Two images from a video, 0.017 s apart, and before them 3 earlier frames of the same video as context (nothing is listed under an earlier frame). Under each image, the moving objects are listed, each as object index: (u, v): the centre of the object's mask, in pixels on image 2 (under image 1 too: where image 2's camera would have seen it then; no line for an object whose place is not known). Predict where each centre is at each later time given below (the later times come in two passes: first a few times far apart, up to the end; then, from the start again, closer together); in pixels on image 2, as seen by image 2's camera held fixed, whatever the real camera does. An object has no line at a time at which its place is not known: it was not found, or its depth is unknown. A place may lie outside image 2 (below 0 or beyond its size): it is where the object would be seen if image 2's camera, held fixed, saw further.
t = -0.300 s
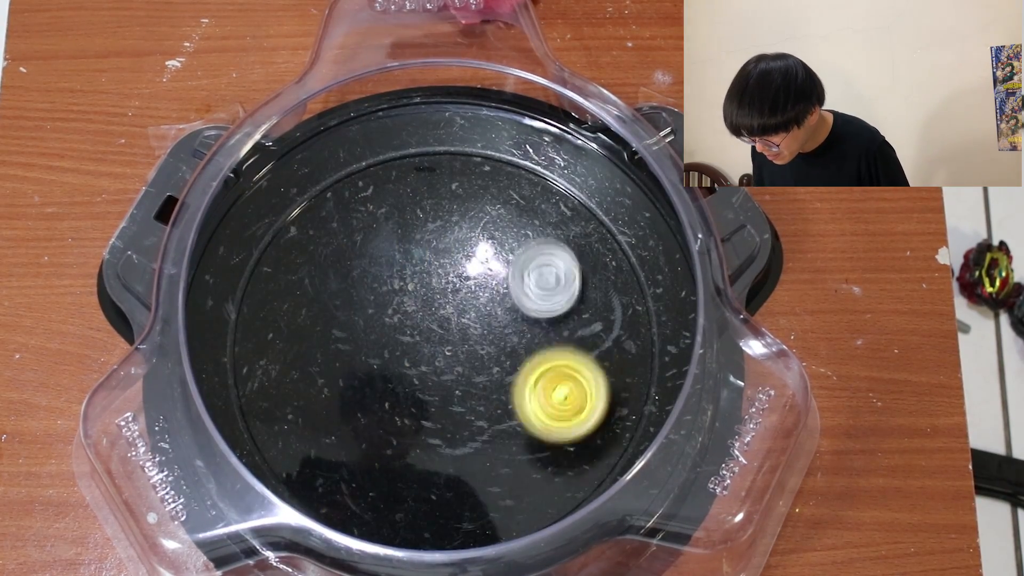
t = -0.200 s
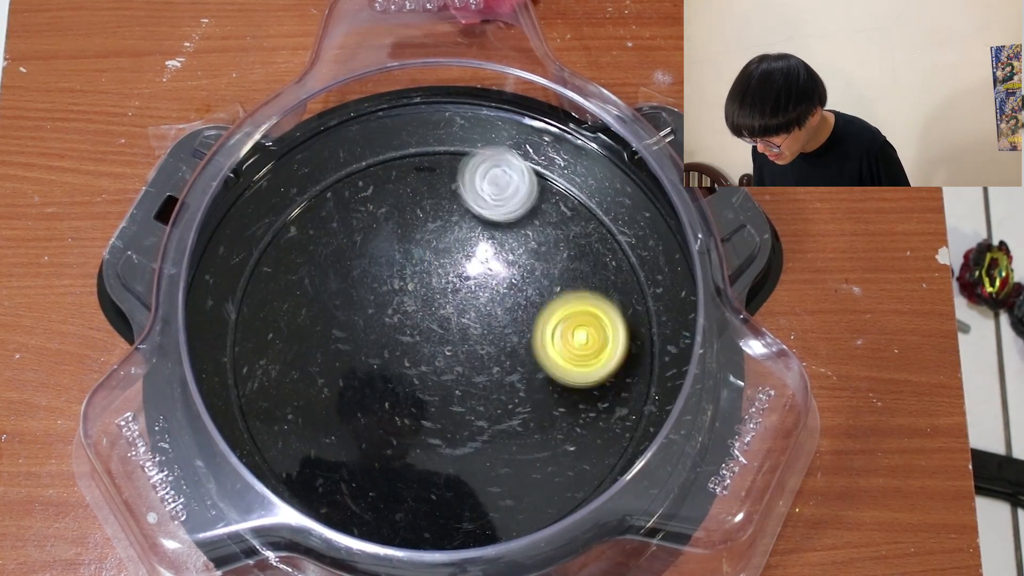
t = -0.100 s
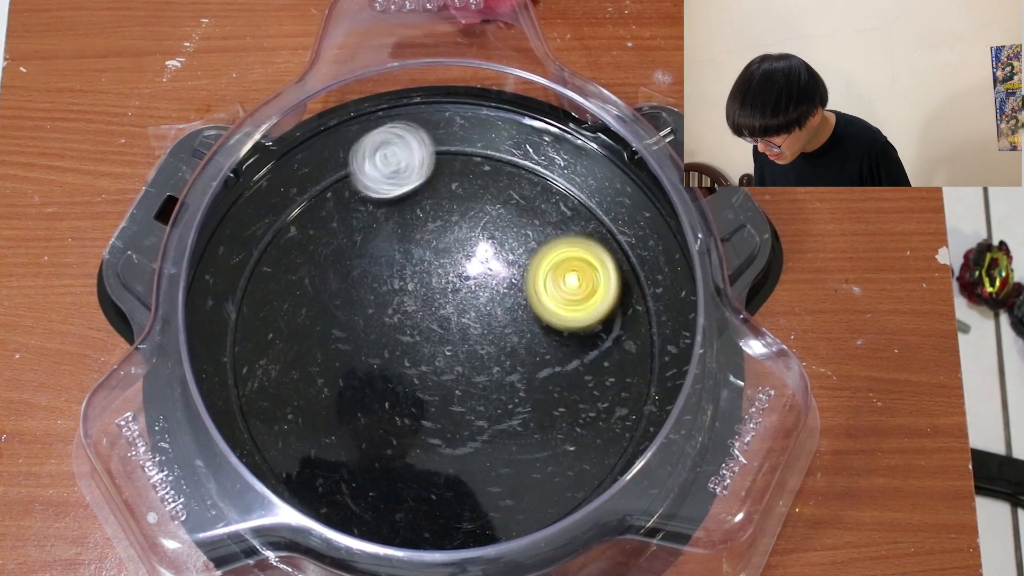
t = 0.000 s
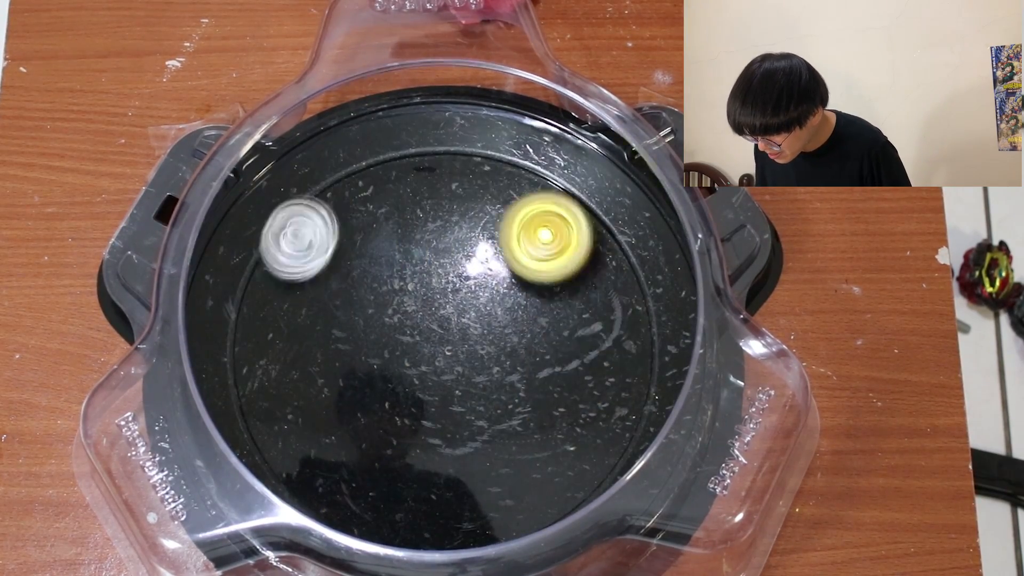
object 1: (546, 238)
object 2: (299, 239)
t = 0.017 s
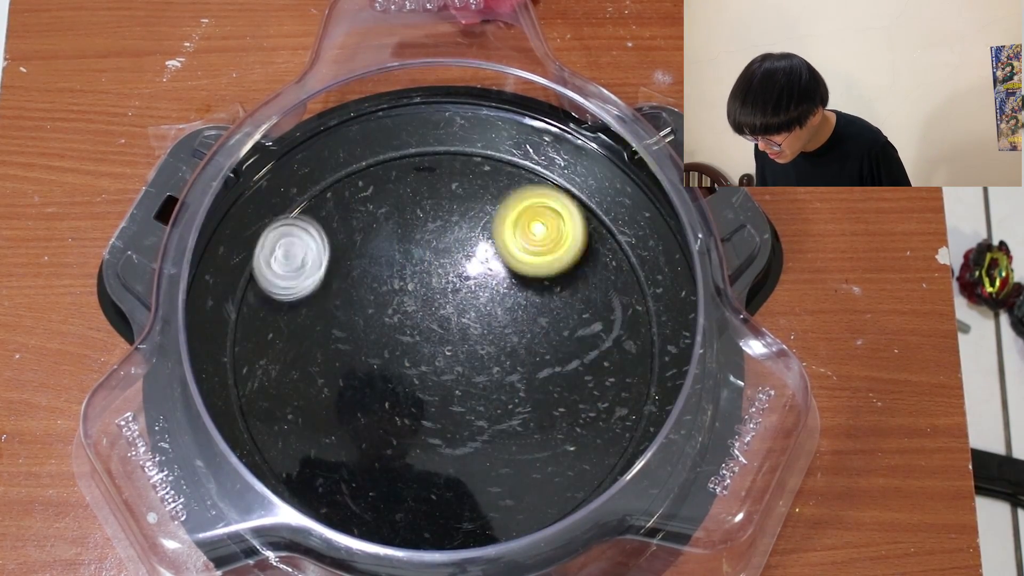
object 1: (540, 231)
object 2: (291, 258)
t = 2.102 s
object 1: (459, 459)
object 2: (584, 399)
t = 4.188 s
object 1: (437, 423)
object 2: (485, 189)
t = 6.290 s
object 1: (418, 387)
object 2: (301, 301)
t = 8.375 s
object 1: (347, 262)
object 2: (453, 343)
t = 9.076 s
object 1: (403, 425)
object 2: (429, 340)
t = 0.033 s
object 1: (533, 226)
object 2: (286, 278)
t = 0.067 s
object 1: (518, 218)
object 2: (286, 320)
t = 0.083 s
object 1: (510, 215)
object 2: (290, 340)
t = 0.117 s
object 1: (492, 211)
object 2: (308, 380)
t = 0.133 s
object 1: (483, 211)
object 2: (321, 397)
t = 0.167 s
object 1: (464, 213)
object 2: (354, 427)
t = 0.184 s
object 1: (454, 216)
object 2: (372, 438)
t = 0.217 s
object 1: (437, 225)
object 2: (413, 453)
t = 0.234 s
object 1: (428, 230)
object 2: (434, 457)
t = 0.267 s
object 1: (413, 243)
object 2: (478, 456)
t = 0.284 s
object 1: (406, 251)
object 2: (498, 452)
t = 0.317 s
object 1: (394, 267)
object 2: (538, 438)
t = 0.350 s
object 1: (385, 284)
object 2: (573, 416)
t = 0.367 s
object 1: (381, 293)
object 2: (587, 402)
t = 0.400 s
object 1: (376, 311)
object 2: (611, 370)
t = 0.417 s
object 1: (375, 320)
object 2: (620, 352)
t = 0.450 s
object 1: (374, 338)
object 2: (632, 315)
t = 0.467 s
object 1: (375, 347)
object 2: (634, 296)
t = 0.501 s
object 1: (378, 363)
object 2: (621, 261)
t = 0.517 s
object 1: (380, 371)
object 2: (607, 247)
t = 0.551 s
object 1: (386, 386)
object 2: (580, 217)
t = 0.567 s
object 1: (390, 392)
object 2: (566, 203)
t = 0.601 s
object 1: (399, 405)
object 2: (535, 183)
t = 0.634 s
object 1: (409, 416)
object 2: (498, 171)
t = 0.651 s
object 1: (414, 421)
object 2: (478, 169)
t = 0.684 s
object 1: (425, 430)
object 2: (440, 174)
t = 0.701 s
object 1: (431, 434)
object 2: (421, 181)
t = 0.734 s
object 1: (444, 440)
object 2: (387, 200)
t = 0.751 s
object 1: (450, 442)
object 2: (372, 213)
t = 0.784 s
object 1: (464, 444)
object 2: (346, 244)
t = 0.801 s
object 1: (471, 445)
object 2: (337, 262)
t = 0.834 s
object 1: (486, 443)
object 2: (325, 300)
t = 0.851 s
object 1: (493, 441)
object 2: (323, 320)
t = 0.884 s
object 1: (507, 434)
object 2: (325, 360)
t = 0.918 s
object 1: (519, 424)
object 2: (338, 398)
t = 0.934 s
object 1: (524, 417)
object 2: (348, 416)
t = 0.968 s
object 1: (531, 403)
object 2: (373, 447)
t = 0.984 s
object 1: (534, 394)
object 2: (388, 461)
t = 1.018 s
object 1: (535, 378)
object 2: (423, 480)
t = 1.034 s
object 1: (534, 369)
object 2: (442, 487)
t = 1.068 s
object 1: (531, 352)
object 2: (481, 493)
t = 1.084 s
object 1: (527, 345)
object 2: (501, 493)
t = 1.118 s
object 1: (518, 331)
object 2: (540, 485)
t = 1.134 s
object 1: (512, 325)
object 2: (558, 478)
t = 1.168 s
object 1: (499, 313)
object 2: (591, 458)
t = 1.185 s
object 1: (492, 309)
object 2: (605, 446)
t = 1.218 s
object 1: (477, 299)
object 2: (628, 416)
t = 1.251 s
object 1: (461, 293)
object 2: (638, 380)
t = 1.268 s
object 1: (453, 289)
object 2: (640, 361)
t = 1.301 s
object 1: (438, 285)
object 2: (640, 326)
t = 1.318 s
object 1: (430, 284)
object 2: (636, 309)
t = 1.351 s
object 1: (416, 283)
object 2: (622, 276)
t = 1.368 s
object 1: (408, 284)
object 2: (612, 261)
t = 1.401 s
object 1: (395, 285)
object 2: (584, 237)
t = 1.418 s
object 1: (388, 287)
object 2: (568, 228)
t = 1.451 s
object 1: (375, 291)
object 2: (532, 214)
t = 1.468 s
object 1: (369, 293)
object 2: (513, 210)
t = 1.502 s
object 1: (358, 300)
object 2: (473, 210)
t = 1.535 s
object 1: (348, 308)
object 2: (436, 218)
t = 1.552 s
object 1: (343, 312)
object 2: (417, 225)
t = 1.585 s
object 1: (335, 321)
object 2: (383, 244)
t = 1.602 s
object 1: (331, 328)
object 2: (368, 254)
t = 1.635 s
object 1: (315, 352)
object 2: (351, 269)
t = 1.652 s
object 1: (307, 367)
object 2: (346, 277)
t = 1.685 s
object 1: (294, 397)
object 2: (337, 297)
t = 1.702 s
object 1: (291, 409)
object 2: (332, 309)
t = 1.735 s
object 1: (290, 433)
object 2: (326, 340)
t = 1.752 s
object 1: (291, 443)
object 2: (326, 356)
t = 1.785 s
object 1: (299, 461)
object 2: (333, 386)
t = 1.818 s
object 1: (309, 474)
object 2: (348, 416)
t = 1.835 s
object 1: (315, 480)
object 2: (360, 428)
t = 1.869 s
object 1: (329, 490)
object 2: (385, 445)
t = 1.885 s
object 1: (338, 494)
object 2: (400, 453)
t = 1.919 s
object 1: (359, 496)
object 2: (432, 464)
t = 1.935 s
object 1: (369, 498)
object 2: (449, 469)
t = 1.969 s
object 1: (390, 495)
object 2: (480, 470)
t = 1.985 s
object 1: (402, 492)
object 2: (497, 468)
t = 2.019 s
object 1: (421, 485)
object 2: (529, 456)
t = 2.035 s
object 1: (430, 481)
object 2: (543, 447)
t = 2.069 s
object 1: (446, 471)
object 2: (567, 426)
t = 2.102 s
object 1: (459, 459)
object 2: (584, 399)
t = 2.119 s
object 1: (463, 452)
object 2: (591, 383)
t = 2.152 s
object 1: (470, 436)
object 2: (597, 352)
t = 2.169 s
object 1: (472, 427)
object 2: (598, 337)
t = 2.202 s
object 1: (474, 410)
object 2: (591, 305)
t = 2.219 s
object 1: (474, 400)
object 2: (584, 291)
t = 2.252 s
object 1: (473, 382)
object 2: (566, 264)
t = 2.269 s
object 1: (470, 373)
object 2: (555, 253)
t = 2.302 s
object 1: (466, 356)
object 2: (527, 235)
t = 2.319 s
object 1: (463, 348)
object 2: (512, 228)
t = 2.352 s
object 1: (457, 334)
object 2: (479, 220)
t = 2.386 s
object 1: (450, 320)
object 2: (445, 220)
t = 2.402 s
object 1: (446, 314)
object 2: (428, 222)
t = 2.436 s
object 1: (439, 303)
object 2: (396, 232)
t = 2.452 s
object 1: (436, 298)
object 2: (380, 239)
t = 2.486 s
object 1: (433, 296)
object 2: (346, 254)
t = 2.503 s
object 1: (432, 296)
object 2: (331, 263)
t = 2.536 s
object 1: (429, 296)
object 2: (307, 288)
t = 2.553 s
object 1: (427, 296)
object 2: (298, 301)
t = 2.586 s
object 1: (424, 293)
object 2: (285, 330)
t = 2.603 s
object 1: (423, 291)
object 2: (281, 346)
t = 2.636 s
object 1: (419, 286)
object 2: (280, 378)
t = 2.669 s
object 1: (415, 280)
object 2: (288, 411)
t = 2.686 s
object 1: (413, 277)
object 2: (295, 427)
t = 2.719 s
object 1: (407, 272)
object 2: (314, 455)
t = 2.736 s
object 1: (404, 269)
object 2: (327, 467)
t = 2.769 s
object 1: (399, 267)
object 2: (356, 487)
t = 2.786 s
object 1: (396, 268)
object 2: (373, 494)
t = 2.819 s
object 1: (391, 269)
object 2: (409, 501)
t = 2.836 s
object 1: (390, 271)
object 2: (427, 502)
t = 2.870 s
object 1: (387, 276)
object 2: (462, 495)
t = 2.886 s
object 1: (386, 279)
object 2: (479, 489)
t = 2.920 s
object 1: (386, 287)
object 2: (509, 471)
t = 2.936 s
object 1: (386, 293)
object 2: (523, 460)
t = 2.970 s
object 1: (389, 302)
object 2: (545, 435)
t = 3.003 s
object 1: (395, 311)
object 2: (561, 405)
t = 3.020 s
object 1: (400, 316)
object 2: (566, 389)
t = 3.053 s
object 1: (410, 324)
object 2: (571, 357)
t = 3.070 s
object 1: (415, 327)
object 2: (571, 340)
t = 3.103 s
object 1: (426, 334)
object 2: (566, 309)
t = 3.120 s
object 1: (432, 336)
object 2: (561, 294)
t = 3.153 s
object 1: (445, 340)
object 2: (546, 266)
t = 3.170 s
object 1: (451, 341)
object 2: (536, 253)
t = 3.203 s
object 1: (464, 343)
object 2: (512, 231)
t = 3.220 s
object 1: (470, 343)
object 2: (498, 221)
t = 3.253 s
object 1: (482, 342)
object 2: (468, 207)
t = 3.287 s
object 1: (493, 340)
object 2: (437, 199)
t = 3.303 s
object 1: (498, 339)
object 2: (421, 199)
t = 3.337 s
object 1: (507, 335)
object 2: (390, 201)
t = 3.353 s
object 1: (512, 332)
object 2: (374, 204)
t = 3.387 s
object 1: (519, 326)
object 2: (345, 215)
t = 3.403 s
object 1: (521, 323)
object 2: (331, 223)
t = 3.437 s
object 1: (526, 317)
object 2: (307, 243)
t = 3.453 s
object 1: (527, 314)
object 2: (297, 256)
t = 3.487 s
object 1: (528, 307)
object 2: (282, 284)
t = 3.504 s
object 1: (528, 304)
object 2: (278, 299)
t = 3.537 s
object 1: (526, 299)
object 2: (274, 332)
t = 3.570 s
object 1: (521, 294)
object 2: (281, 364)
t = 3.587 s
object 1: (518, 293)
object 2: (287, 379)
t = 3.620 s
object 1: (509, 290)
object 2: (305, 408)
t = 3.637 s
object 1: (504, 289)
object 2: (316, 421)
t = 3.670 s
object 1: (493, 291)
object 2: (343, 442)
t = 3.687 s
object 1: (486, 292)
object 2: (359, 450)
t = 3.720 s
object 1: (475, 296)
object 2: (392, 462)
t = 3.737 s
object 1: (469, 300)
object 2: (409, 465)
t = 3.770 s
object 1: (458, 308)
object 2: (443, 464)
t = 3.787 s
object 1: (453, 311)
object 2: (460, 461)
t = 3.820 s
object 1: (444, 321)
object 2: (493, 450)
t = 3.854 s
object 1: (437, 331)
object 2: (522, 433)
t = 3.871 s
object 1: (433, 337)
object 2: (535, 422)
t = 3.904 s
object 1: (427, 348)
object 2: (557, 397)
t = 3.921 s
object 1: (425, 354)
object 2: (565, 384)
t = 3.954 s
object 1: (422, 364)
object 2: (578, 355)
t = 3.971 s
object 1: (420, 369)
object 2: (582, 340)
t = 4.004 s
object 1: (419, 379)
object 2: (584, 309)
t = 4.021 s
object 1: (419, 384)
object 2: (583, 295)
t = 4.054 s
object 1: (420, 394)
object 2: (575, 265)
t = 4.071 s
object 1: (421, 398)
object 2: (568, 252)
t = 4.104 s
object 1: (424, 407)
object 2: (551, 227)
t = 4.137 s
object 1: (429, 415)
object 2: (527, 208)
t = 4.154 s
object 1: (431, 418)
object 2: (514, 200)
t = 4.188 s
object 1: (437, 423)
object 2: (485, 189)
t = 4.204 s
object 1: (441, 424)
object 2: (470, 186)
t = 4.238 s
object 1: (449, 426)
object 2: (439, 185)
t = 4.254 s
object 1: (452, 426)
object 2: (424, 188)
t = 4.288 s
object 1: (460, 424)
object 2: (394, 198)
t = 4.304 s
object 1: (465, 421)
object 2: (380, 205)
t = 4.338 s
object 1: (472, 415)
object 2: (355, 224)
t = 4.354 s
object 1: (474, 411)
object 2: (344, 236)
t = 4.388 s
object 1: (477, 401)
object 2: (327, 262)
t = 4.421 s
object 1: (479, 390)
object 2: (315, 292)
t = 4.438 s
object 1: (479, 384)
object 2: (313, 308)
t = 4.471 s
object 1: (477, 373)
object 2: (312, 341)
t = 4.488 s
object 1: (474, 367)
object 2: (315, 356)
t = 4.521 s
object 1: (469, 355)
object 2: (327, 387)
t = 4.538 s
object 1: (467, 350)
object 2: (336, 401)
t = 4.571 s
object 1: (459, 340)
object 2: (356, 426)
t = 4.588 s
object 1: (454, 335)
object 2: (368, 437)
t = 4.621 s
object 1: (445, 326)
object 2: (396, 455)
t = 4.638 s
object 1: (442, 322)
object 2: (410, 461)
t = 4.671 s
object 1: (432, 315)
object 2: (442, 469)
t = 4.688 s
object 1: (427, 311)
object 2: (459, 470)
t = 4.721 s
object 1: (417, 306)
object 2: (491, 467)
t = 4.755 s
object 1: (407, 302)
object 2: (522, 458)
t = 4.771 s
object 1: (403, 300)
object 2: (536, 451)
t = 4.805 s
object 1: (394, 298)
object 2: (562, 433)
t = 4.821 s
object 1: (389, 297)
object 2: (572, 422)
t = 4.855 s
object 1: (379, 297)
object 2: (590, 397)
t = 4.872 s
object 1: (376, 297)
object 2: (596, 384)
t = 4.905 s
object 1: (367, 300)
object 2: (604, 355)
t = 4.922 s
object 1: (363, 302)
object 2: (605, 341)
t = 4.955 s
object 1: (356, 306)
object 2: (602, 311)
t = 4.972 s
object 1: (354, 309)
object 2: (598, 298)
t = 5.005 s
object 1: (350, 316)
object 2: (584, 272)
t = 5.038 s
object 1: (349, 325)
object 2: (565, 250)
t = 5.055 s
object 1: (350, 329)
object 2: (554, 241)
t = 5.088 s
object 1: (354, 338)
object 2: (527, 227)
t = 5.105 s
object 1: (358, 342)
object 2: (512, 222)
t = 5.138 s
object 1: (367, 349)
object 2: (481, 216)
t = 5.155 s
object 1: (372, 352)
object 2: (465, 216)
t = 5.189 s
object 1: (384, 357)
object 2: (434, 221)
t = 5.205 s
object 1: (391, 359)
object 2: (419, 226)
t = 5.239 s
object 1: (404, 360)
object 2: (390, 239)
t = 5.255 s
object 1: (411, 361)
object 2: (377, 247)
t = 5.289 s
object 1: (424, 360)
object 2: (353, 268)
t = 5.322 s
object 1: (436, 358)
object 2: (335, 292)
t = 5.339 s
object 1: (442, 356)
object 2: (327, 305)
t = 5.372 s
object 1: (454, 352)
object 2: (317, 334)
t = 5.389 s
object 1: (460, 351)
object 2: (314, 349)
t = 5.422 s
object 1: (471, 346)
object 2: (315, 380)
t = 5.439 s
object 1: (476, 342)
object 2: (318, 394)
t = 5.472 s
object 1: (485, 336)
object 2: (328, 422)
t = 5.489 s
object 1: (489, 333)
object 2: (335, 435)
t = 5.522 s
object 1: (496, 327)
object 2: (355, 459)
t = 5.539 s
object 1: (499, 323)
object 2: (366, 469)
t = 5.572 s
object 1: (505, 315)
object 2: (393, 484)
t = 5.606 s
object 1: (509, 307)
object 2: (423, 492)
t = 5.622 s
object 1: (512, 302)
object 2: (438, 493)
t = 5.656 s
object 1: (514, 294)
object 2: (469, 491)
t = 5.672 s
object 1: (513, 290)
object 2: (484, 488)
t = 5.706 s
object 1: (512, 282)
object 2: (512, 475)
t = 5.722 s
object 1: (511, 278)
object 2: (525, 467)
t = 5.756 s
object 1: (506, 271)
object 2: (546, 446)
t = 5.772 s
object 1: (502, 269)
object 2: (555, 434)
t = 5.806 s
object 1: (494, 266)
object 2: (568, 408)
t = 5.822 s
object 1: (489, 264)
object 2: (572, 394)
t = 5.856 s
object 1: (479, 264)
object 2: (575, 365)
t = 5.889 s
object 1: (468, 268)
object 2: (572, 336)
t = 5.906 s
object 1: (464, 270)
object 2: (568, 323)
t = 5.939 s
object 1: (454, 277)
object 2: (555, 297)
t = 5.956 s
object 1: (448, 282)
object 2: (547, 286)
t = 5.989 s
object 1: (440, 291)
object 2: (529, 266)
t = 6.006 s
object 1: (437, 296)
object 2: (517, 256)
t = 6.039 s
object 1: (430, 306)
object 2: (490, 241)
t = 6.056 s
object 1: (428, 313)
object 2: (476, 235)
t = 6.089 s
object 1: (423, 324)
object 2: (446, 229)
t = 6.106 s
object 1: (421, 329)
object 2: (432, 228)
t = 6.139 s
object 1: (418, 340)
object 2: (403, 230)
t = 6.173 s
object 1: (416, 351)
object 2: (375, 237)
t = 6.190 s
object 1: (416, 356)
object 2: (361, 243)
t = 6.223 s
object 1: (416, 367)
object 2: (337, 258)
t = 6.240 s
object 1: (415, 372)
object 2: (326, 267)
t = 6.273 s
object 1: (416, 383)
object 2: (308, 289)
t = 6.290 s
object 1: (418, 387)
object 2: (301, 301)
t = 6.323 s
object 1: (420, 396)
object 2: (291, 328)
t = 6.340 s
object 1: (422, 400)
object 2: (289, 341)
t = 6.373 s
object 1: (427, 408)
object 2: (291, 369)
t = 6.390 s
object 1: (429, 412)
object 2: (295, 383)
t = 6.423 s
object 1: (434, 418)
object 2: (307, 410)
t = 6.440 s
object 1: (438, 421)
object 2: (315, 422)
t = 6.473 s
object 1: (446, 424)
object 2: (336, 442)
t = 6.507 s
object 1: (454, 426)
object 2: (362, 458)
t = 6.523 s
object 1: (458, 426)
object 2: (376, 464)
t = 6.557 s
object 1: (475, 422)
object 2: (398, 472)
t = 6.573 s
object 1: (493, 415)
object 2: (398, 479)
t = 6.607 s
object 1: (522, 401)
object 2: (403, 488)
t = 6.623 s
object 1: (535, 394)
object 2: (409, 489)
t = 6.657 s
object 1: (555, 379)
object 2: (425, 487)
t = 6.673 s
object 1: (564, 373)
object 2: (435, 484)
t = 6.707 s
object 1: (576, 359)
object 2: (456, 474)
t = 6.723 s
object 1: (578, 353)
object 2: (466, 467)
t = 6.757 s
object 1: (584, 343)
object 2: (482, 448)
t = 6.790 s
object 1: (587, 334)
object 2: (494, 425)
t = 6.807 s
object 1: (587, 328)
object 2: (498, 413)
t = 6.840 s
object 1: (587, 321)
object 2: (501, 388)
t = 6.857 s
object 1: (588, 317)
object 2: (500, 374)
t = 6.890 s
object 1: (586, 310)
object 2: (495, 350)
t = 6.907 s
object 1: (585, 307)
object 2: (490, 338)
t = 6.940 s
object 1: (584, 301)
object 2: (477, 317)
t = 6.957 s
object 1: (582, 297)
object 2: (471, 308)
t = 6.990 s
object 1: (580, 290)
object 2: (452, 288)
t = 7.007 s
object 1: (580, 287)
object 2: (442, 280)
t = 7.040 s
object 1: (576, 280)
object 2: (420, 267)
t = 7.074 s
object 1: (571, 274)
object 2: (397, 258)
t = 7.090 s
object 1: (568, 271)
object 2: (385, 256)
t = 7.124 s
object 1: (558, 269)
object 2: (361, 255)
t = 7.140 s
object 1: (552, 270)
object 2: (349, 257)
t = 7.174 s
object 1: (540, 272)
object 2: (328, 265)
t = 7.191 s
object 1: (532, 274)
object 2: (318, 270)
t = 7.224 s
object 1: (520, 280)
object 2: (302, 284)
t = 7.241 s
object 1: (513, 282)
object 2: (296, 293)
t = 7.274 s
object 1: (499, 290)
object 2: (287, 313)
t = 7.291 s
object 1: (493, 293)
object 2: (286, 324)
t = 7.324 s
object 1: (479, 301)
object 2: (289, 347)
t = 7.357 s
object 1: (467, 309)
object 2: (300, 369)
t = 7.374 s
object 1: (461, 312)
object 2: (308, 379)
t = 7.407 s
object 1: (450, 318)
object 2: (328, 395)
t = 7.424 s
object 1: (445, 322)
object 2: (340, 402)
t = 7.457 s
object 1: (435, 328)
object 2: (366, 410)
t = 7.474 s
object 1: (430, 331)
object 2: (380, 412)
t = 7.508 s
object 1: (424, 331)
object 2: (397, 423)
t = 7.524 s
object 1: (430, 321)
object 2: (393, 443)
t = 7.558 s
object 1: (442, 304)
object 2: (391, 474)
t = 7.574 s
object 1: (449, 295)
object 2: (392, 485)
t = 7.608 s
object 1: (458, 283)
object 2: (401, 501)
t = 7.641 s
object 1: (467, 274)
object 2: (416, 510)
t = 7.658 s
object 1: (470, 270)
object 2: (426, 513)
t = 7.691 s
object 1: (471, 266)
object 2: (448, 517)
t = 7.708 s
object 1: (471, 264)
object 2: (460, 516)
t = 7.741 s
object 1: (467, 260)
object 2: (483, 512)
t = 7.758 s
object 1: (465, 257)
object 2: (493, 509)
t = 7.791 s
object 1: (461, 252)
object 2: (513, 498)
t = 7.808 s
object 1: (460, 249)
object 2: (522, 489)
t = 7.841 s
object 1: (456, 243)
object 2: (536, 471)
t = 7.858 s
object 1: (454, 241)
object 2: (540, 461)
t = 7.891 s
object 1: (451, 235)
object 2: (547, 439)
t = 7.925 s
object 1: (447, 229)
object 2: (549, 416)
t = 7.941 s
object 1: (445, 226)
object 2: (549, 404)
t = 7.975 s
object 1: (439, 223)
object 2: (544, 381)
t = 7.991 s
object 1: (436, 222)
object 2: (541, 371)
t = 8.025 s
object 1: (430, 224)
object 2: (531, 350)
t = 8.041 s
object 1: (428, 226)
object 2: (525, 340)
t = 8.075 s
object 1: (424, 232)
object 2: (510, 323)
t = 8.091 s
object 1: (423, 236)
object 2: (503, 315)
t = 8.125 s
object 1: (420, 245)
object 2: (485, 300)
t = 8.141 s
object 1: (416, 244)
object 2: (482, 300)
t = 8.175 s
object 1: (405, 244)
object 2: (478, 302)
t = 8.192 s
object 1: (401, 246)
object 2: (473, 302)
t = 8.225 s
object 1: (393, 251)
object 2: (460, 302)
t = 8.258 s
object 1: (377, 249)
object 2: (462, 313)
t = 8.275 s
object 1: (371, 248)
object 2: (463, 319)
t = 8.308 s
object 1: (359, 250)
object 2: (461, 327)
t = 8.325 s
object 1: (356, 252)
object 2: (458, 330)
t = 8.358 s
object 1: (349, 258)
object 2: (454, 338)
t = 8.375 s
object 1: (347, 262)
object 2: (453, 343)
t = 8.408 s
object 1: (341, 270)
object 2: (451, 352)
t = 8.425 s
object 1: (340, 273)
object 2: (450, 356)
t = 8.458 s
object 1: (336, 283)
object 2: (448, 365)
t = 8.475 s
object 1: (336, 287)
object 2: (449, 369)
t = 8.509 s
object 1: (335, 297)
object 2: (452, 376)
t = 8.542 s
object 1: (335, 307)
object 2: (456, 382)
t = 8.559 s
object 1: (336, 312)
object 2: (458, 384)
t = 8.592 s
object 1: (338, 322)
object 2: (463, 387)
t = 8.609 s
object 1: (340, 327)
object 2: (466, 388)
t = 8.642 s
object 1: (343, 336)
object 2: (470, 387)
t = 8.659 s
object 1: (345, 340)
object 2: (472, 386)
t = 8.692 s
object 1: (348, 348)
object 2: (474, 384)
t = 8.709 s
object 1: (350, 352)
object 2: (475, 381)
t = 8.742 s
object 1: (356, 359)
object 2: (476, 377)
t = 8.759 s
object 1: (358, 363)
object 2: (476, 375)
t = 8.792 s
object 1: (364, 371)
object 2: (476, 370)
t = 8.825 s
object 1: (370, 378)
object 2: (473, 364)
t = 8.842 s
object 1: (372, 381)
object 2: (470, 362)
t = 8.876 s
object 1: (379, 387)
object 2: (465, 357)
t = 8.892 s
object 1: (381, 392)
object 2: (461, 355)
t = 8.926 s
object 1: (386, 398)
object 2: (454, 351)
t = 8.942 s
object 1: (389, 402)
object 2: (451, 350)
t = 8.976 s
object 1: (394, 408)
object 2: (443, 347)
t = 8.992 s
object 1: (396, 412)
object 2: (441, 346)
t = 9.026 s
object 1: (397, 418)
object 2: (436, 342)
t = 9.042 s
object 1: (400, 419)
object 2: (434, 341)
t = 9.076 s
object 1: (403, 425)
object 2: (429, 340)
